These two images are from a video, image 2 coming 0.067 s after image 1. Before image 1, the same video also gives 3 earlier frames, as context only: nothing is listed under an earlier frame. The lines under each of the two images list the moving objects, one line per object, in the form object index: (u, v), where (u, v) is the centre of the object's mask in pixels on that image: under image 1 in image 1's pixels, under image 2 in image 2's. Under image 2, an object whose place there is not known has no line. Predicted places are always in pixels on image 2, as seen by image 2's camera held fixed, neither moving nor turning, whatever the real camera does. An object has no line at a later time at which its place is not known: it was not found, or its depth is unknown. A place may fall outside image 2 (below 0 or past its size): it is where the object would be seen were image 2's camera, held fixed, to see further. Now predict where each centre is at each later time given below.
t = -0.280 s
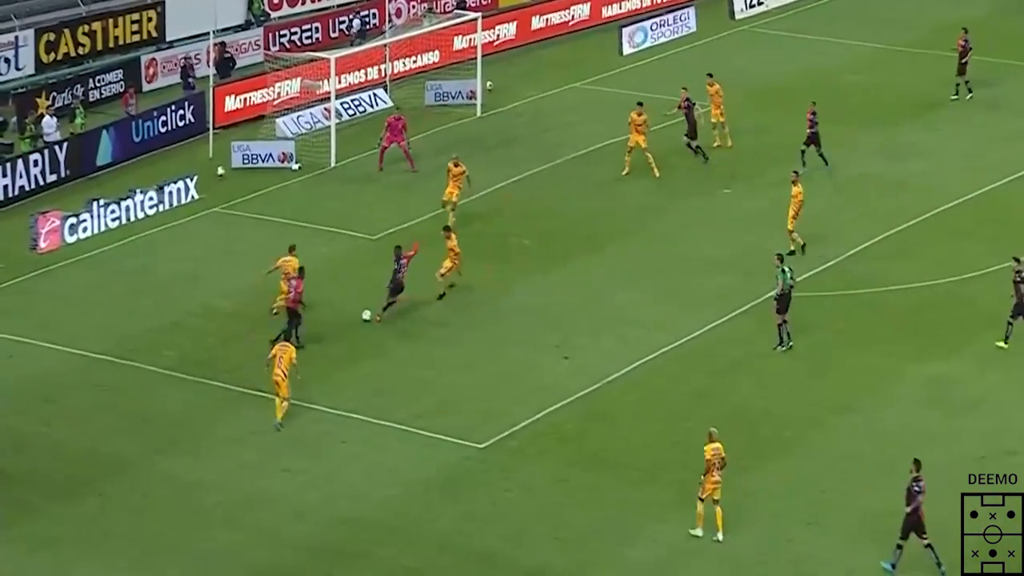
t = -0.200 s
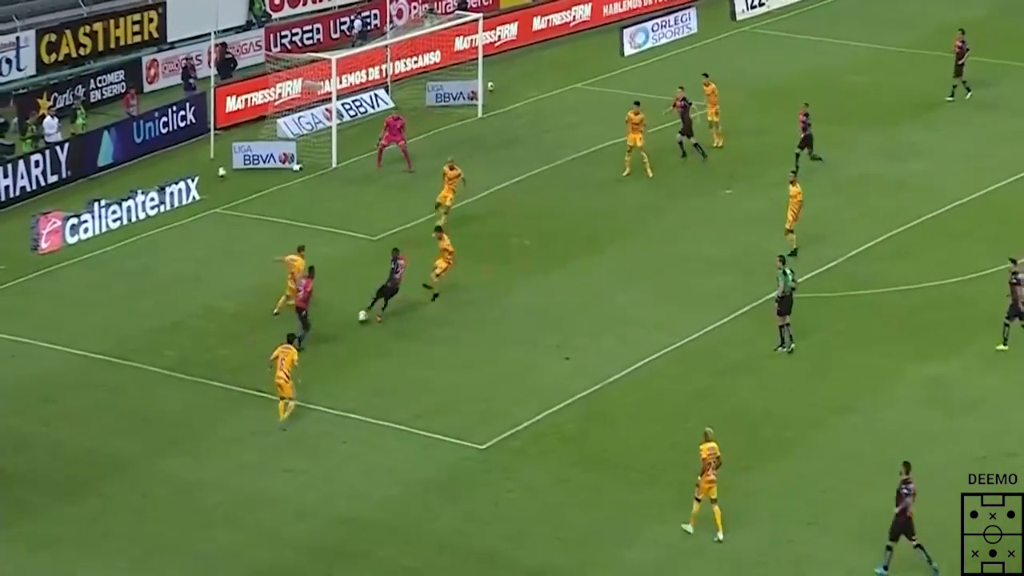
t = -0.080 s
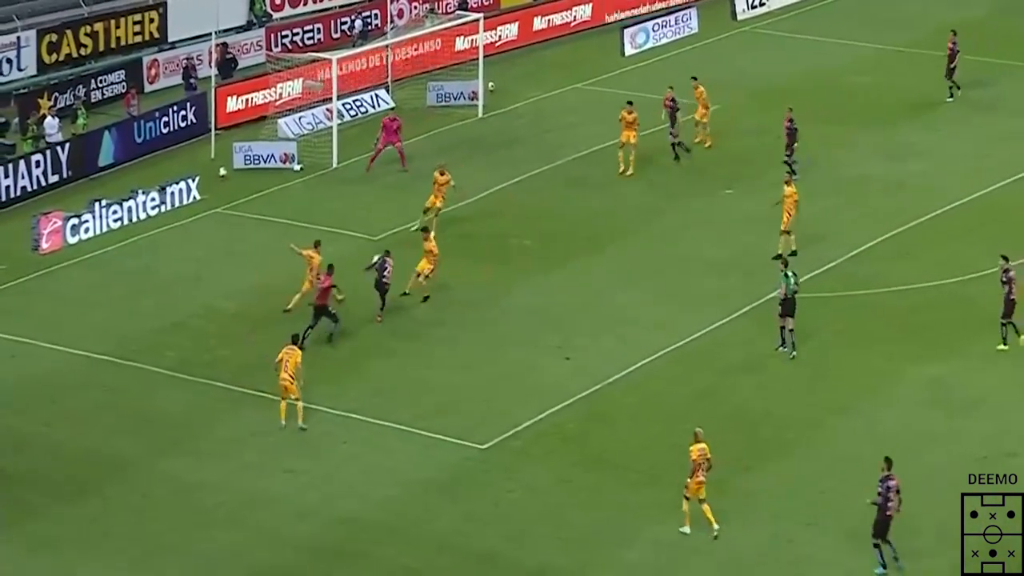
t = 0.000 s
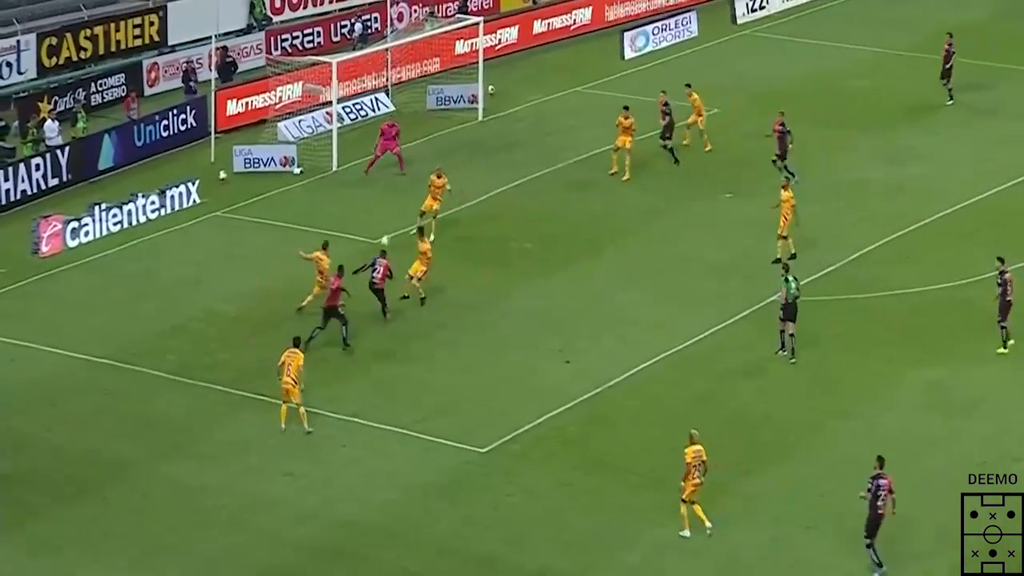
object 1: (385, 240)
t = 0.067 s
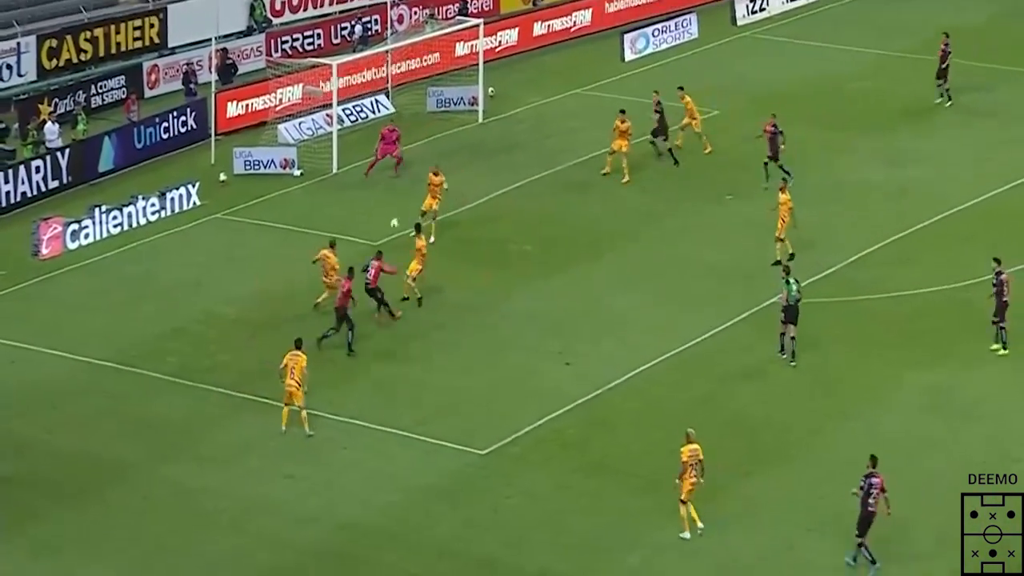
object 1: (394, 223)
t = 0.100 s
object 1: (399, 215)
